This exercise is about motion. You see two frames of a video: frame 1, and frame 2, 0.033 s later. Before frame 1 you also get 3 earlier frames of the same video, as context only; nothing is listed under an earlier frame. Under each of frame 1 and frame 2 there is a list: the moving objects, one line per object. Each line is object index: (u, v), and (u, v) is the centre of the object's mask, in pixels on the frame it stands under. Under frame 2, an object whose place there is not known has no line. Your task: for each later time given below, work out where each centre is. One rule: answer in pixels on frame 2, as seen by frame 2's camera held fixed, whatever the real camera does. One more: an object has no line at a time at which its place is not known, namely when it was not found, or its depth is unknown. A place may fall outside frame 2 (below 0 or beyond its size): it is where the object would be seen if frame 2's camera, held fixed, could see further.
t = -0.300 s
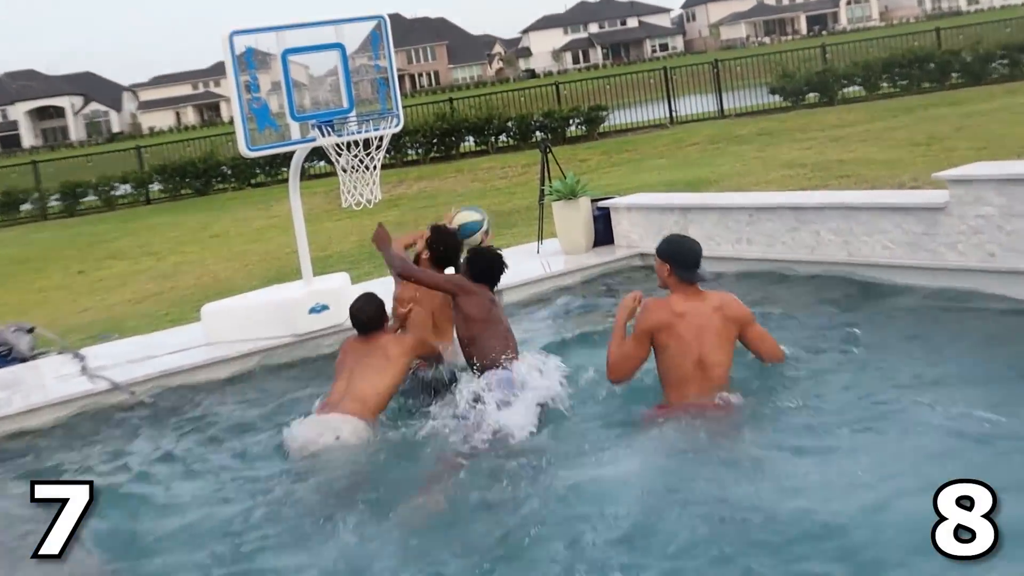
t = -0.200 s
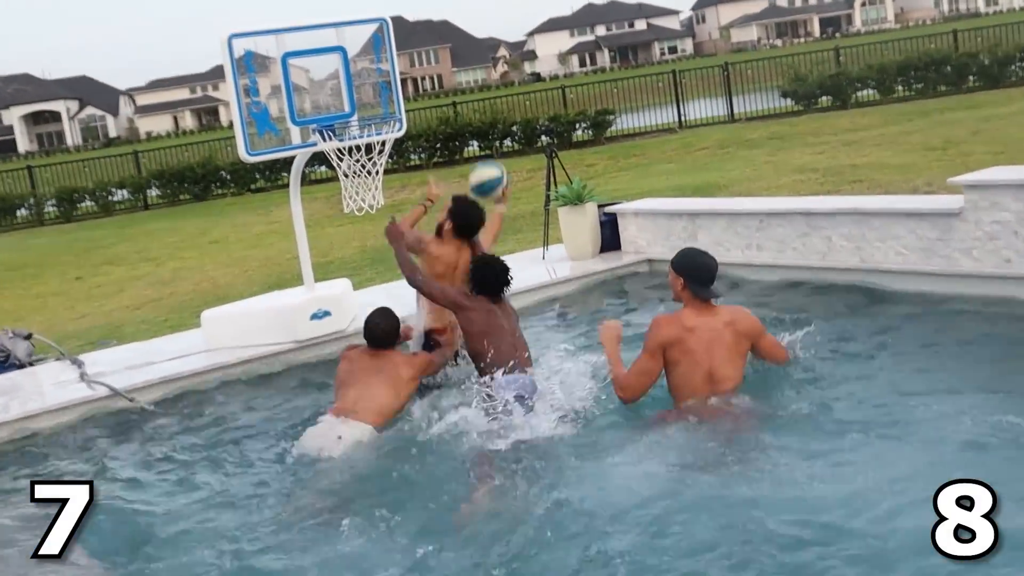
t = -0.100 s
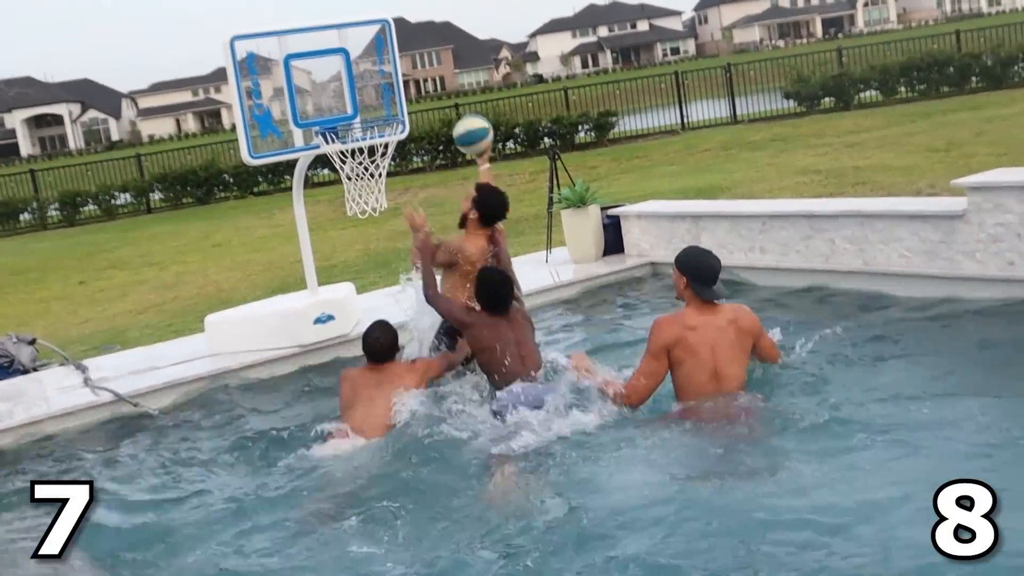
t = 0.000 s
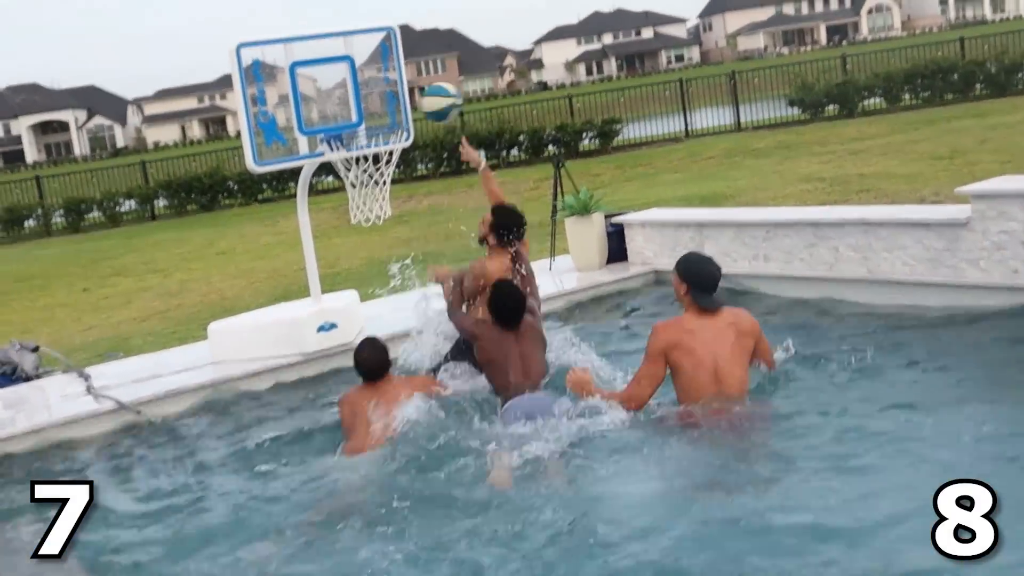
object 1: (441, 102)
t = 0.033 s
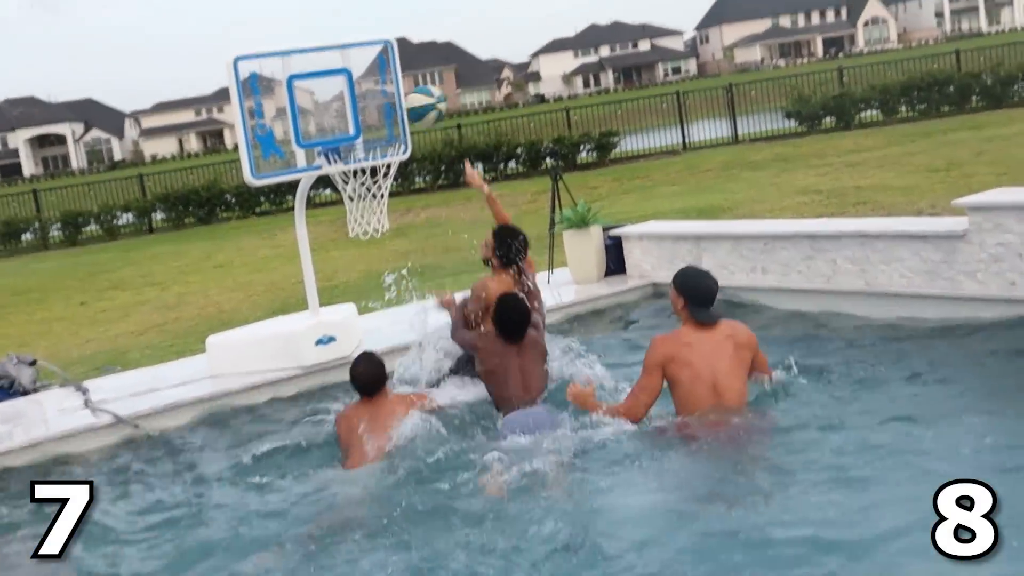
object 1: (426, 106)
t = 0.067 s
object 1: (412, 98)
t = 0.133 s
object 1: (387, 89)
